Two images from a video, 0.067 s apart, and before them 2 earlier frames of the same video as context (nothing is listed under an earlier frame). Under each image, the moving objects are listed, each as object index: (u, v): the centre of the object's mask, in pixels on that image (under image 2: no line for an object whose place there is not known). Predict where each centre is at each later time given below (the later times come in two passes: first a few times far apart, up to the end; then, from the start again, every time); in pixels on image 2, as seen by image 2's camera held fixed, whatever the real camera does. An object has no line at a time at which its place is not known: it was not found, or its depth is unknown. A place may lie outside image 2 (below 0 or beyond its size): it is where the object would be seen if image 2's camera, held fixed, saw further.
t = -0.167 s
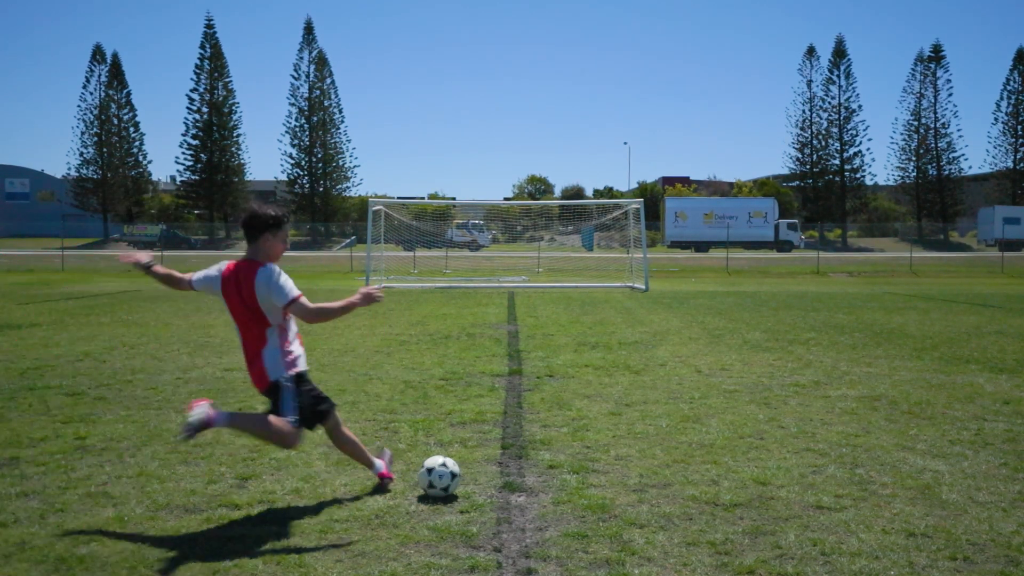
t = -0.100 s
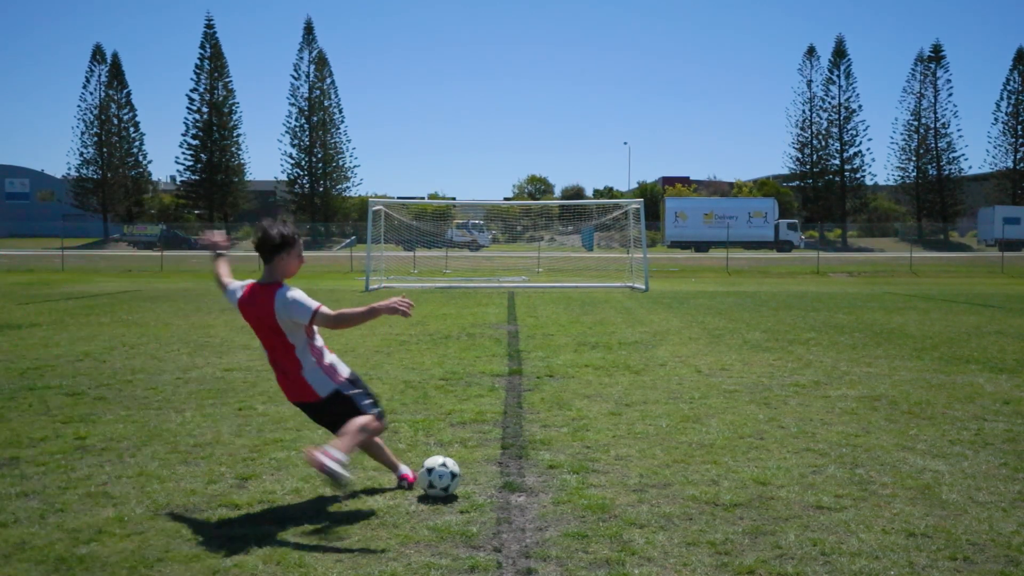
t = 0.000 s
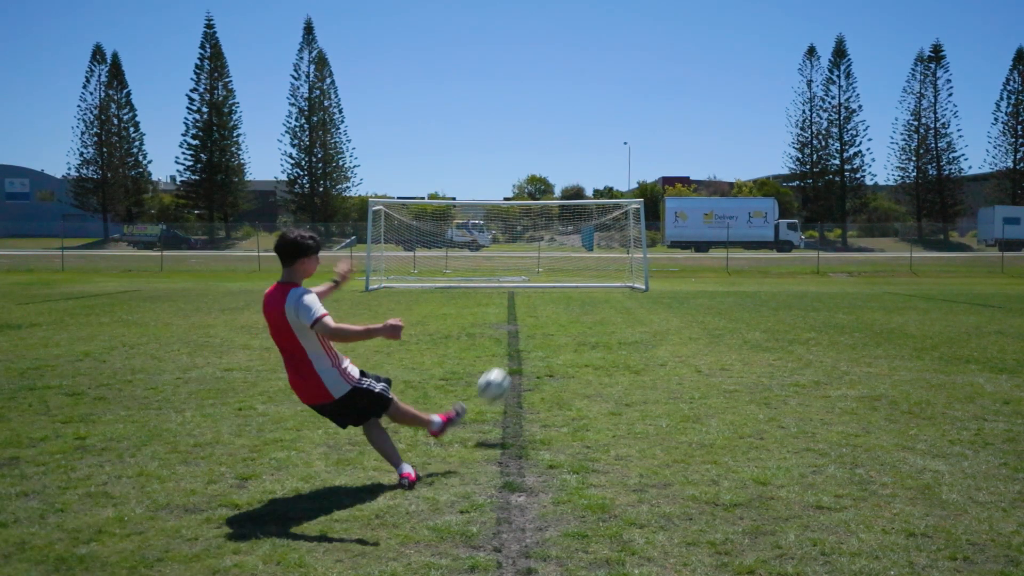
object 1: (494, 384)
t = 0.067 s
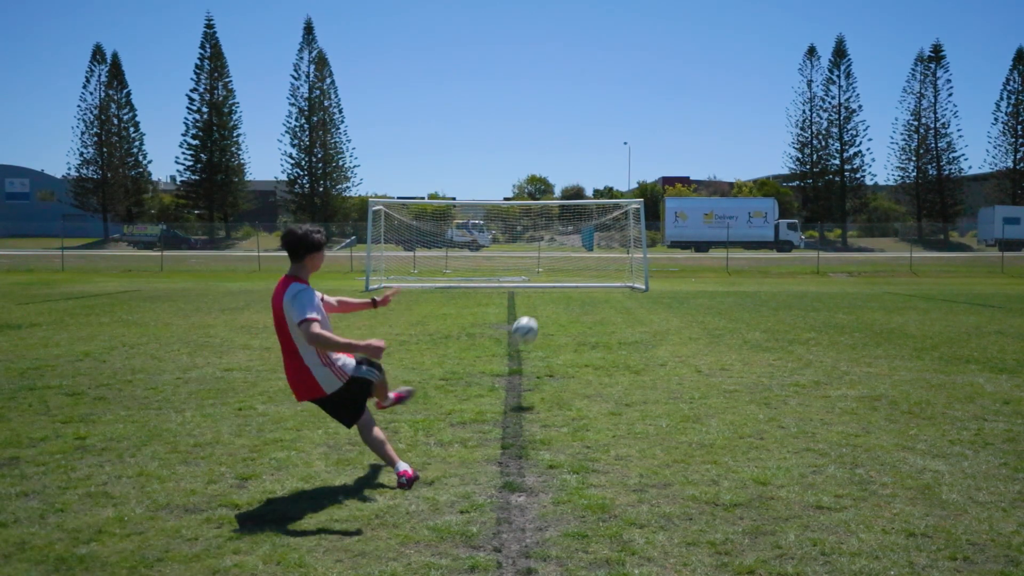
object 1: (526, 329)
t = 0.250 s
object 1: (556, 266)
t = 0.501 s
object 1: (553, 257)
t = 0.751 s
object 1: (536, 274)
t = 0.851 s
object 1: (528, 286)
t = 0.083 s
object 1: (530, 319)
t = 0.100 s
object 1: (535, 310)
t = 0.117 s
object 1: (539, 302)
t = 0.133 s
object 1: (543, 296)
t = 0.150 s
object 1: (546, 290)
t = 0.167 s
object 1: (548, 284)
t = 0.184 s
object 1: (550, 280)
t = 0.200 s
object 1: (552, 276)
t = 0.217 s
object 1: (554, 273)
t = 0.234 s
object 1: (555, 269)
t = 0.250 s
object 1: (556, 266)
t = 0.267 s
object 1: (556, 264)
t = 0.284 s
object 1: (557, 262)
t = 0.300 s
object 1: (557, 260)
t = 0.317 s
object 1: (558, 259)
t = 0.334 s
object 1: (558, 258)
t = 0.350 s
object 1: (557, 257)
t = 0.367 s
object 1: (557, 257)
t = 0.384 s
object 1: (557, 256)
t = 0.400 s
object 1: (557, 256)
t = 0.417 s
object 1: (556, 256)
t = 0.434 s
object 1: (556, 256)
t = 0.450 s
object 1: (555, 256)
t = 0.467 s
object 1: (554, 255)
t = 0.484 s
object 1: (554, 257)
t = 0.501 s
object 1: (553, 257)
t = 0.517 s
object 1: (552, 258)
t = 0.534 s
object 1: (551, 258)
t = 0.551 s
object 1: (550, 259)
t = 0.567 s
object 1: (549, 260)
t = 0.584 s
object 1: (547, 261)
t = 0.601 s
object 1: (547, 262)
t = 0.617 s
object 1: (545, 263)
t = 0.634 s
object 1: (544, 265)
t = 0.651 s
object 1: (543, 265)
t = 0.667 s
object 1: (541, 267)
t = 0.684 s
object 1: (541, 269)
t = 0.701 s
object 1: (539, 270)
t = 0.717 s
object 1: (538, 271)
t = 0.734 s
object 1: (537, 273)
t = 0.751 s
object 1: (536, 274)
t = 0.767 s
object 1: (534, 276)
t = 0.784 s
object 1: (533, 278)
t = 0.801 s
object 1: (532, 280)
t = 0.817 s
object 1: (530, 282)
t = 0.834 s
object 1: (529, 283)
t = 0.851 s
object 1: (528, 286)
